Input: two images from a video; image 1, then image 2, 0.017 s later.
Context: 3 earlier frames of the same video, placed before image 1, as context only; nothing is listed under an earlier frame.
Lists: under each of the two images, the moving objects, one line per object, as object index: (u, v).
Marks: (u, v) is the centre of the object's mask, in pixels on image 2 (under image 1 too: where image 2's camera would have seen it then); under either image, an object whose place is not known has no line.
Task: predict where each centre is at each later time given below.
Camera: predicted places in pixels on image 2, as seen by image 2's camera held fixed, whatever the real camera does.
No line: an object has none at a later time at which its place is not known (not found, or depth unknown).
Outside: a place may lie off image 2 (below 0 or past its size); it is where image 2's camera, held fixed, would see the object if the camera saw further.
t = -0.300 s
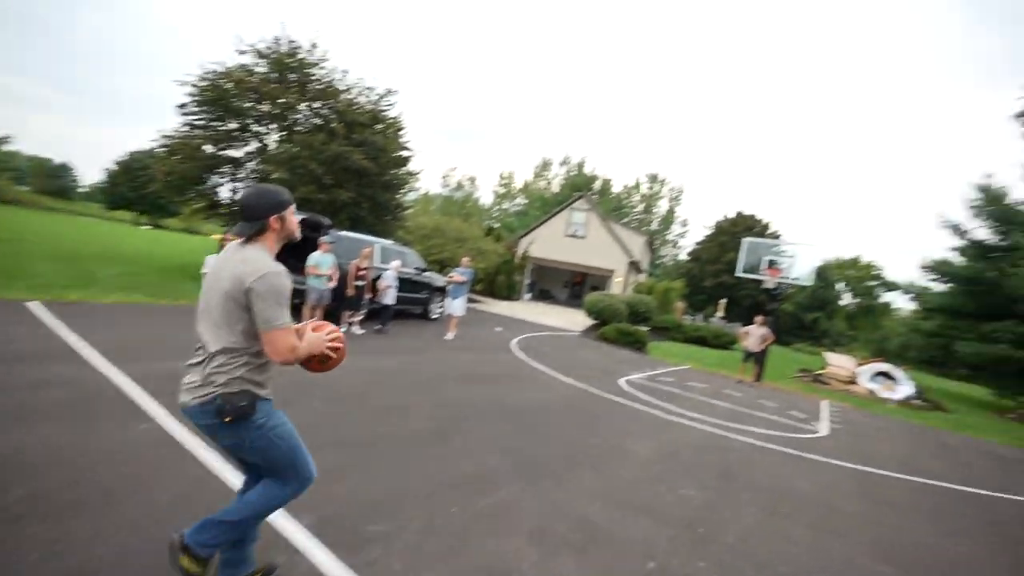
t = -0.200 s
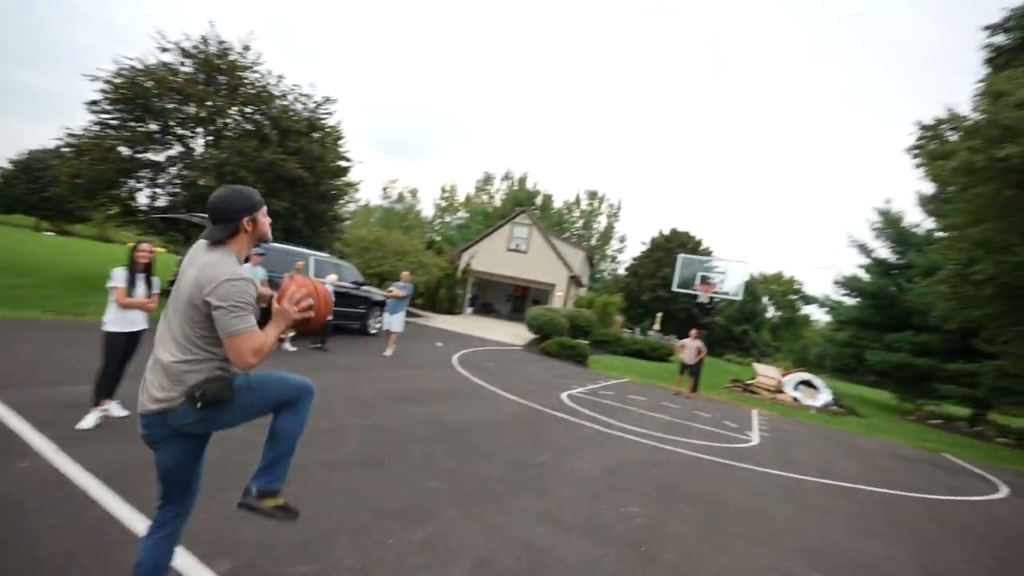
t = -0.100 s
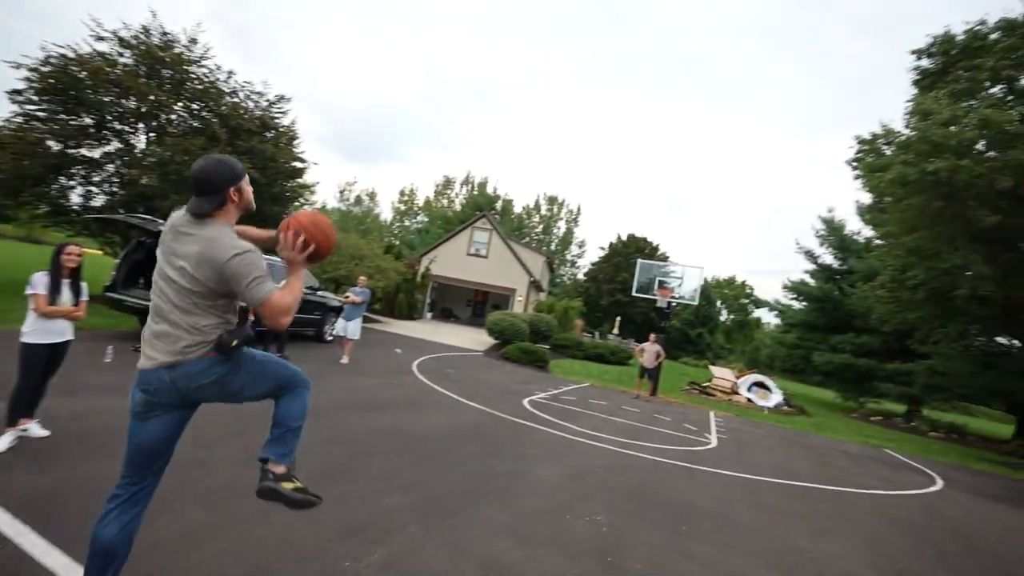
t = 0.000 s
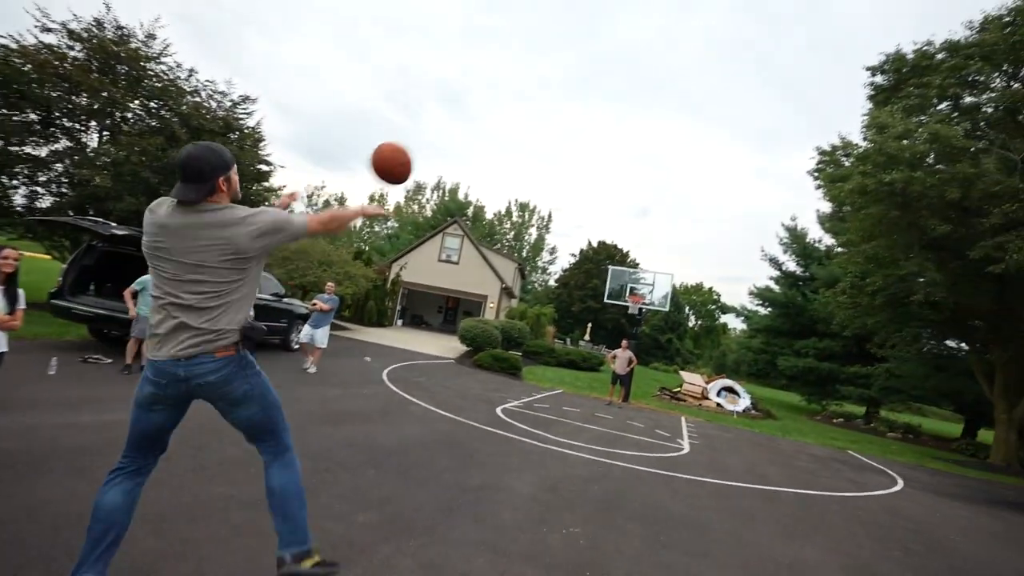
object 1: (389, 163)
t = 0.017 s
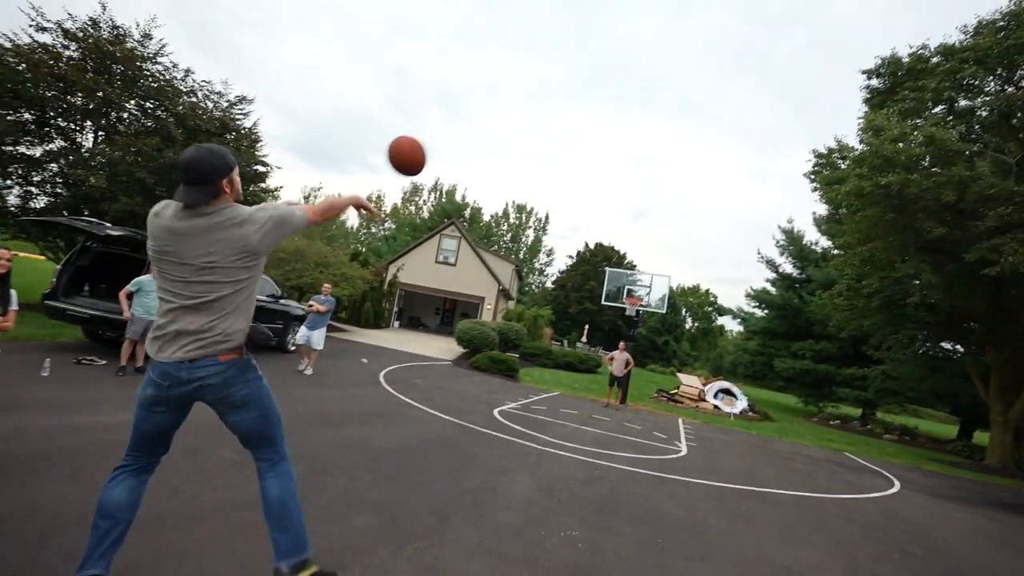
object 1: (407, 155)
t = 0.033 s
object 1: (422, 149)
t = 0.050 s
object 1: (436, 143)
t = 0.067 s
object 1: (449, 138)
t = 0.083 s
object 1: (461, 134)
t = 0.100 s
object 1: (472, 131)
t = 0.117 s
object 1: (481, 128)
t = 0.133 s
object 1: (490, 126)
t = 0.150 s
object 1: (499, 124)
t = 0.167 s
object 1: (506, 124)
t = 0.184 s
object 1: (513, 123)
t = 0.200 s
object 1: (520, 123)
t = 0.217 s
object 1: (526, 123)
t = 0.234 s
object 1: (531, 123)
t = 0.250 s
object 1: (536, 124)
